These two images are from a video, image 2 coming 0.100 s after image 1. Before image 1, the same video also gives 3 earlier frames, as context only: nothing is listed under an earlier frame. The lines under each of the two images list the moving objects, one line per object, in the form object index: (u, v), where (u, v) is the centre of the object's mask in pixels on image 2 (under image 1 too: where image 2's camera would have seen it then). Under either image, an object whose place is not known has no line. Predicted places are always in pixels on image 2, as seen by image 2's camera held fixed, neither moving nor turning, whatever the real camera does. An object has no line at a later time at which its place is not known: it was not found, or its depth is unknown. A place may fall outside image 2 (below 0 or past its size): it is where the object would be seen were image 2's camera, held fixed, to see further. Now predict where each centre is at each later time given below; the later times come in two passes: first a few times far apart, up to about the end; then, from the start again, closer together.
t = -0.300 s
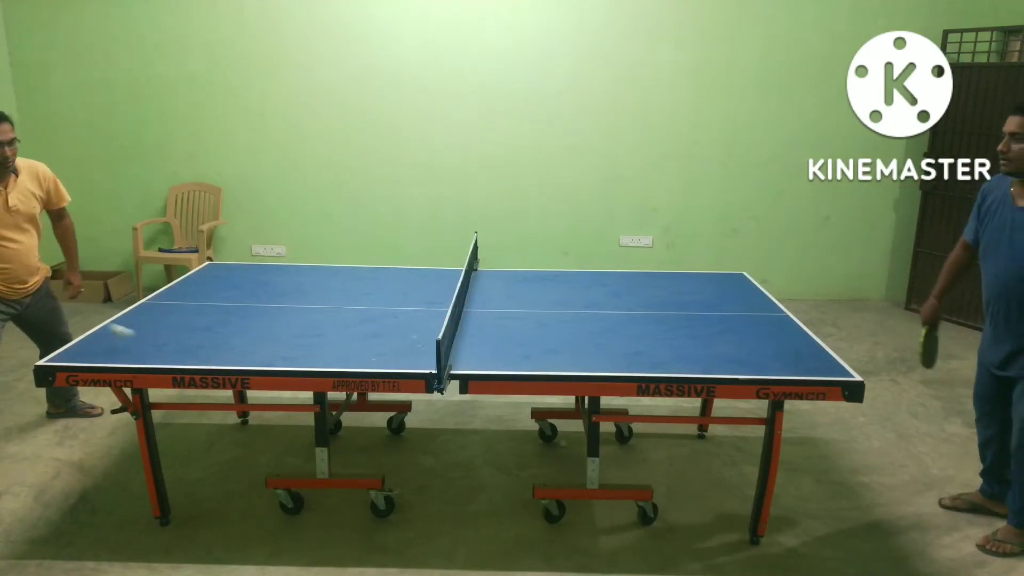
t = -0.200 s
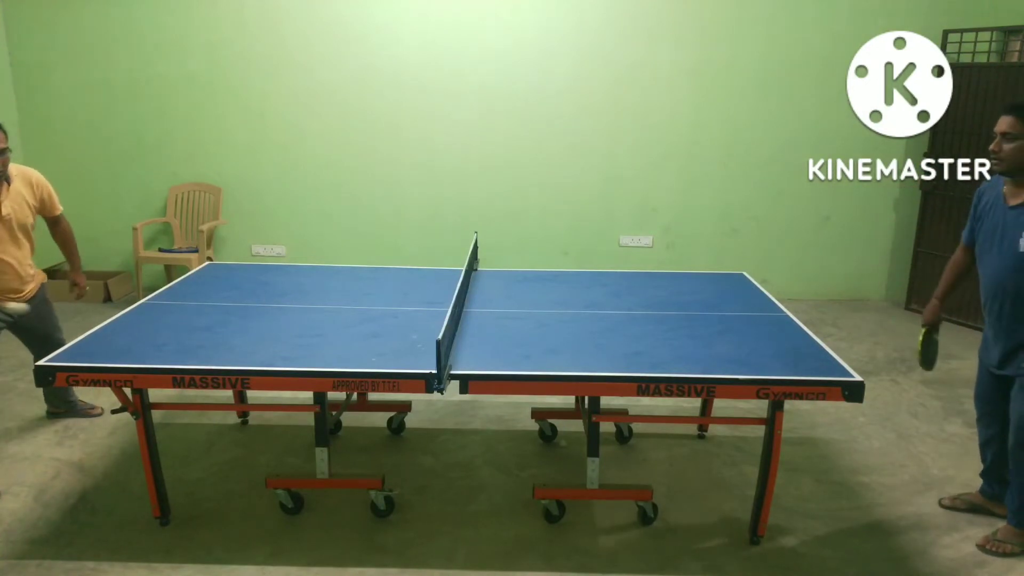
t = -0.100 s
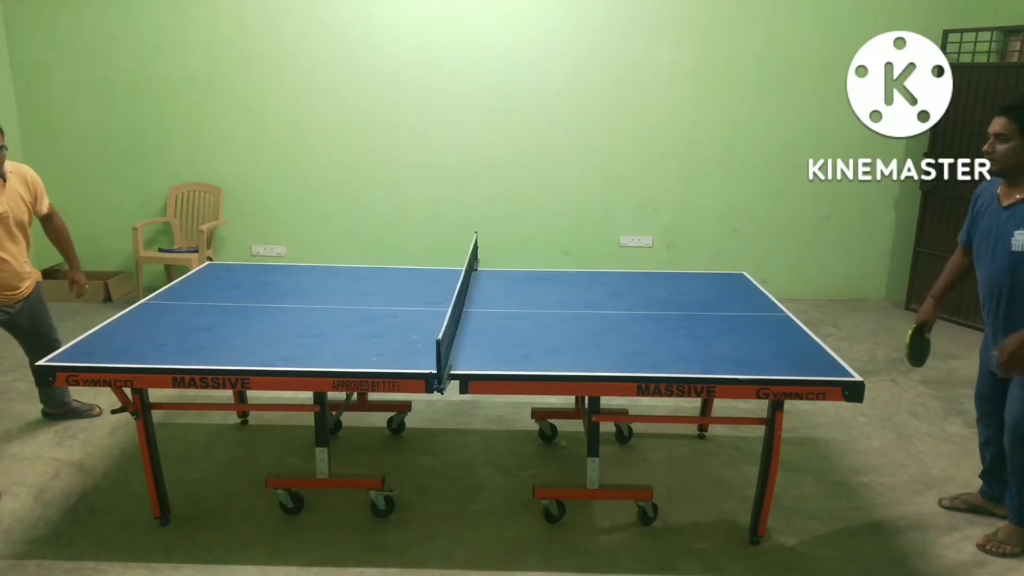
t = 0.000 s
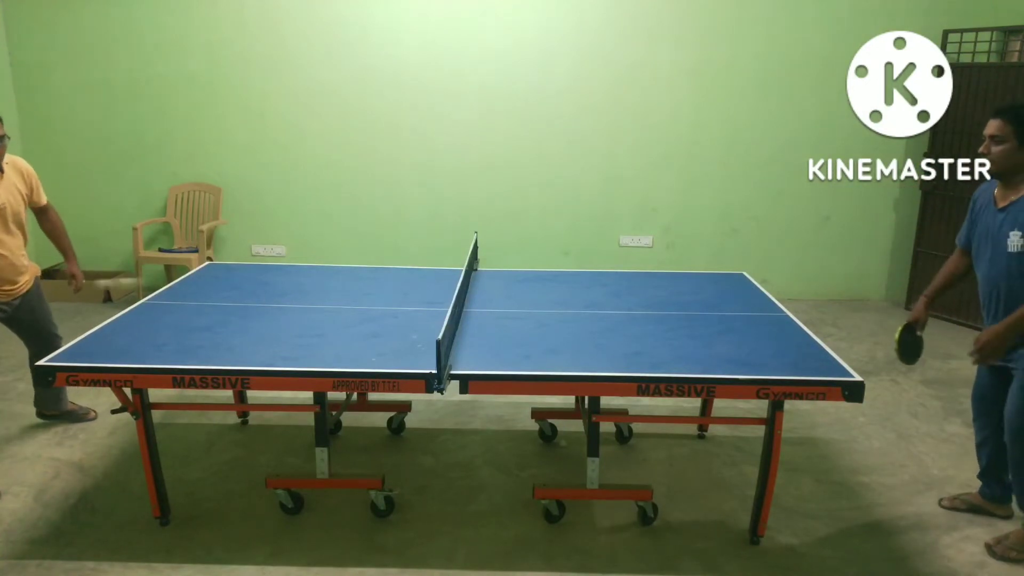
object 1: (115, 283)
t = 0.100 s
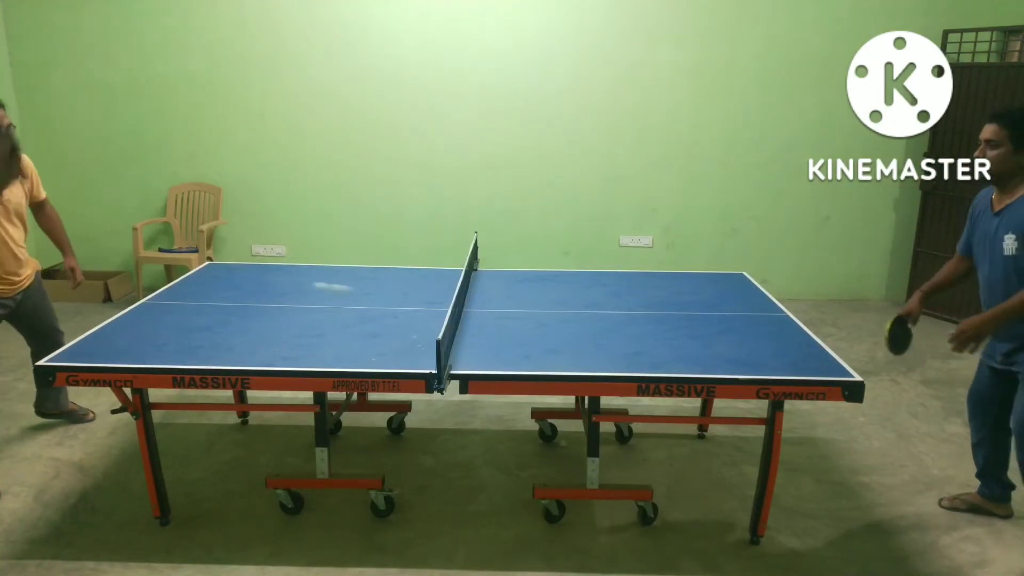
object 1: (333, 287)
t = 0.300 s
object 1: (444, 317)
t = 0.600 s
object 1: (428, 317)
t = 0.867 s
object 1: (417, 317)
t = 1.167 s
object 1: (396, 311)
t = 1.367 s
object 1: (385, 317)
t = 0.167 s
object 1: (450, 311)
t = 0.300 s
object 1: (444, 317)
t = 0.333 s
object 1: (447, 309)
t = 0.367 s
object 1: (448, 305)
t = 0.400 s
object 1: (448, 303)
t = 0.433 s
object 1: (445, 305)
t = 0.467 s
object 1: (441, 309)
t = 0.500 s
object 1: (437, 314)
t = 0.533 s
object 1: (433, 324)
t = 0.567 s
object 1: (430, 326)
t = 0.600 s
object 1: (428, 317)
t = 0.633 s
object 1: (426, 310)
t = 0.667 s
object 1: (424, 306)
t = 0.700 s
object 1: (422, 305)
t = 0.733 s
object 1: (420, 306)
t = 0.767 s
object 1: (419, 310)
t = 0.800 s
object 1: (417, 317)
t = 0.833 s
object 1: (416, 327)
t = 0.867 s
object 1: (417, 317)
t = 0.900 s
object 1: (414, 312)
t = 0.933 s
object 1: (410, 308)
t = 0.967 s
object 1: (407, 306)
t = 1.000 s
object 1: (405, 307)
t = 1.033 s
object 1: (404, 311)
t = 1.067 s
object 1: (402, 316)
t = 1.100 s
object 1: (400, 324)
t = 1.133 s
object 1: (398, 316)
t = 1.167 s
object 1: (396, 311)
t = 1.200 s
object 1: (393, 308)
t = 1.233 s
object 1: (392, 307)
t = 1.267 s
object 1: (390, 309)
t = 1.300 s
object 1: (388, 313)
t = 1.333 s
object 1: (386, 322)
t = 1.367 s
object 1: (385, 317)
